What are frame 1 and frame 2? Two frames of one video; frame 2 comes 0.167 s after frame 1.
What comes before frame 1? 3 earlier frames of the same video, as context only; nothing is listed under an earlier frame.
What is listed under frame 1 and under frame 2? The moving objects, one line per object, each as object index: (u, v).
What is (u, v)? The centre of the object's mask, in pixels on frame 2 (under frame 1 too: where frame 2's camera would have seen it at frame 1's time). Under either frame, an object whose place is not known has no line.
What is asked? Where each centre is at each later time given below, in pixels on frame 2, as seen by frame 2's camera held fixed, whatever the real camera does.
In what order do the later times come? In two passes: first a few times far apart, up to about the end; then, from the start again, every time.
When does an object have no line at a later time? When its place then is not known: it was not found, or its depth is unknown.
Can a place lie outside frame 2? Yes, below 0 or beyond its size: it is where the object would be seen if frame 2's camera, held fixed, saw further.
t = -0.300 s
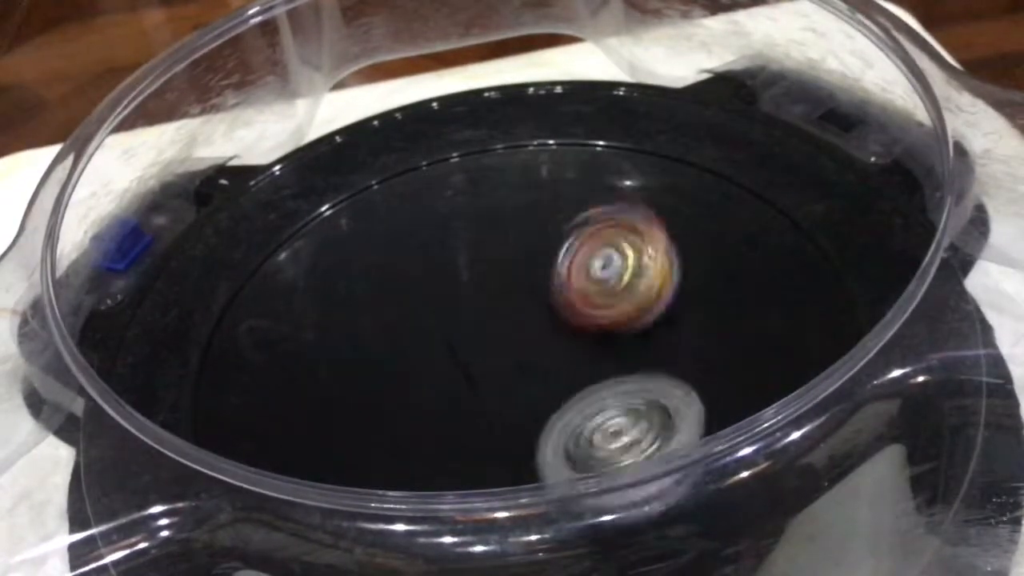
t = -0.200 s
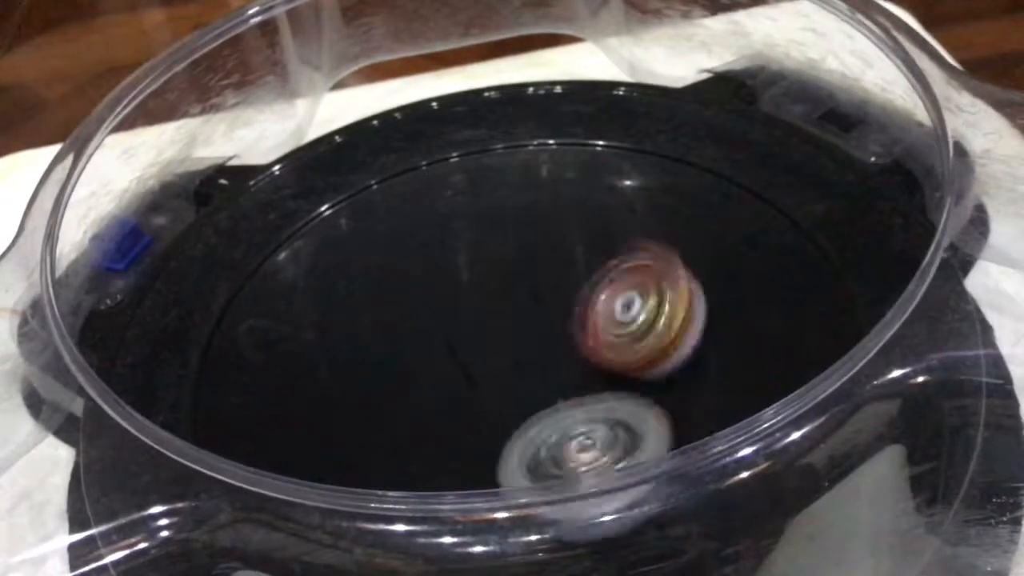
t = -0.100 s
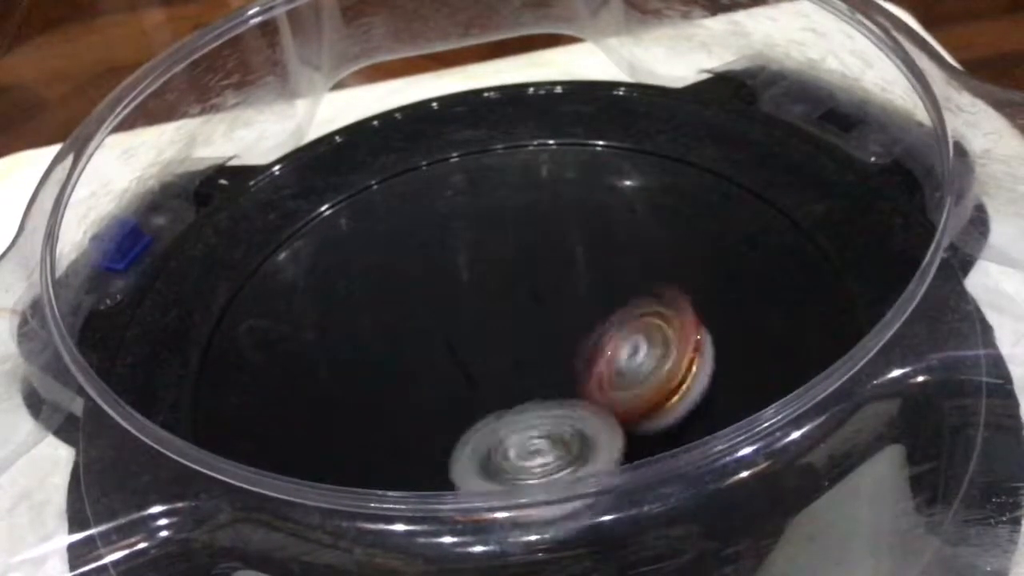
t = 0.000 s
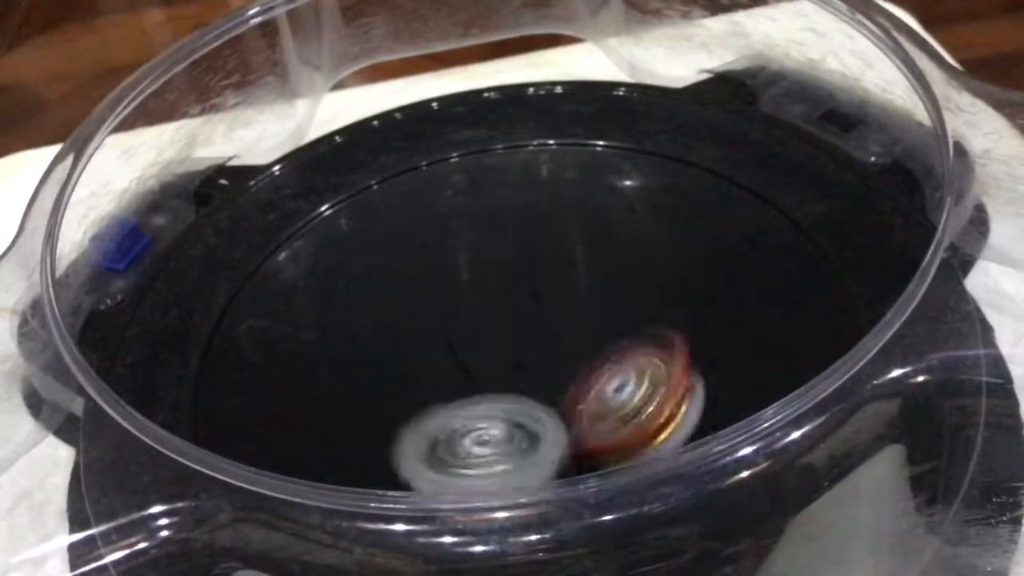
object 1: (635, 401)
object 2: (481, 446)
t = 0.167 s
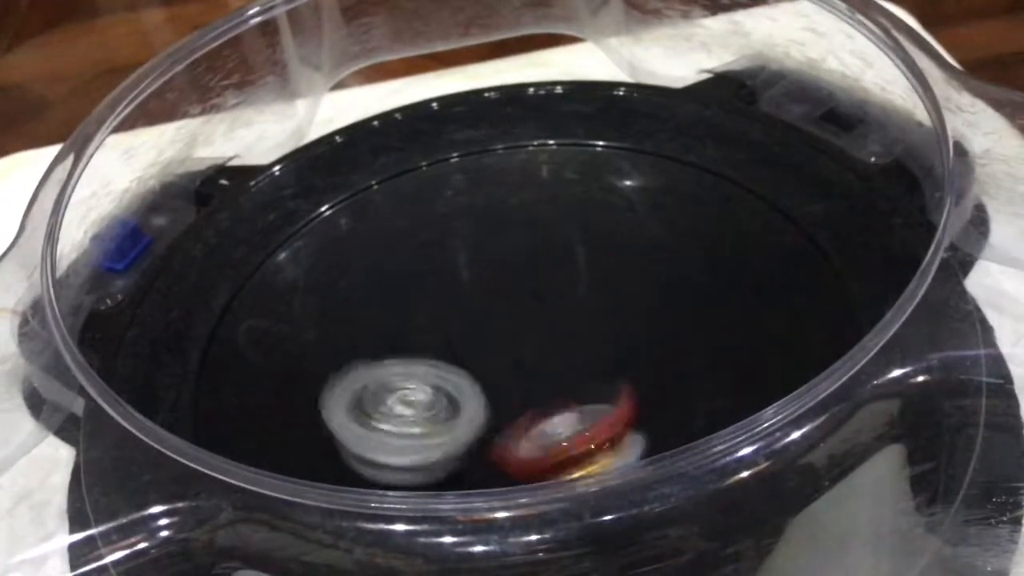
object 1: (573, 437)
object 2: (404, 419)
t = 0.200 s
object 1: (562, 442)
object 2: (393, 408)
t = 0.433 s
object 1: (458, 413)
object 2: (359, 322)
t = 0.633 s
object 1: (457, 364)
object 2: (381, 246)
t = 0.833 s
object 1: (516, 339)
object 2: (451, 209)
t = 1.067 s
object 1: (565, 355)
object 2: (558, 214)
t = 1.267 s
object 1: (547, 379)
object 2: (629, 258)
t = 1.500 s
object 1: (507, 355)
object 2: (661, 339)
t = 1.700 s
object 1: (526, 323)
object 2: (612, 406)
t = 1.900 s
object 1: (554, 322)
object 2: (504, 431)
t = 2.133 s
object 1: (542, 349)
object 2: (399, 397)
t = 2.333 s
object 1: (520, 340)
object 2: (376, 326)
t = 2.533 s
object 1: (534, 321)
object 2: (406, 260)
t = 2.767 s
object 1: (557, 331)
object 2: (496, 224)
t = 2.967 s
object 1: (530, 355)
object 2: (581, 232)
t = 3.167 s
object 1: (501, 340)
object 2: (633, 283)
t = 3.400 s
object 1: (513, 295)
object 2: (622, 368)
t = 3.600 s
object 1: (542, 300)
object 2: (541, 415)
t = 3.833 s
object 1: (562, 313)
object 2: (423, 404)
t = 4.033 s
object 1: (556, 305)
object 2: (395, 345)
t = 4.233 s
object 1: (585, 315)
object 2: (427, 282)
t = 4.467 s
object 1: (635, 314)
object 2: (488, 258)
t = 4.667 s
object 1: (631, 375)
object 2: (512, 252)
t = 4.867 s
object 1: (613, 394)
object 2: (511, 294)
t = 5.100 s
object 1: (563, 408)
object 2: (471, 327)
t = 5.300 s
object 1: (561, 407)
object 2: (418, 327)
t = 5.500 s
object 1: (539, 404)
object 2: (395, 329)
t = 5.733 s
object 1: (569, 379)
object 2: (453, 316)
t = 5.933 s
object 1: (572, 386)
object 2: (510, 294)
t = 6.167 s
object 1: (586, 371)
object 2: (552, 277)
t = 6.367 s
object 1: (574, 376)
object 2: (572, 276)
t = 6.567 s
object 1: (573, 377)
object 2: (556, 281)
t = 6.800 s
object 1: (574, 378)
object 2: (508, 294)
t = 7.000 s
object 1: (574, 378)
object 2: (468, 302)
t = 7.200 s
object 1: (572, 380)
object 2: (449, 323)
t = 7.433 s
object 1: (573, 369)
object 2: (464, 324)
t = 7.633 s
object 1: (580, 359)
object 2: (475, 314)
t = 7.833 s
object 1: (586, 366)
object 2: (479, 298)
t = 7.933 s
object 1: (587, 364)
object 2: (490, 298)
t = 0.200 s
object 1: (562, 442)
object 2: (393, 408)
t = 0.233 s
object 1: (544, 445)
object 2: (382, 397)
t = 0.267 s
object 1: (528, 445)
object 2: (374, 385)
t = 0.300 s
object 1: (514, 442)
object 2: (367, 372)
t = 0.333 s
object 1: (498, 439)
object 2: (364, 362)
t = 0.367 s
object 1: (483, 433)
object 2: (361, 348)
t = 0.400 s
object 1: (471, 423)
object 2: (359, 336)
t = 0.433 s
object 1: (458, 413)
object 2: (359, 322)
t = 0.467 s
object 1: (451, 402)
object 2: (358, 309)
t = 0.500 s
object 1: (444, 391)
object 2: (362, 295)
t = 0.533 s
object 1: (444, 383)
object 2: (363, 281)
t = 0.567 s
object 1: (446, 376)
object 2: (367, 268)
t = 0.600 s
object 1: (451, 370)
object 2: (372, 256)
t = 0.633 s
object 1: (457, 364)
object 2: (381, 246)
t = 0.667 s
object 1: (465, 357)
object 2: (389, 238)
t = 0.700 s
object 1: (473, 353)
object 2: (399, 229)
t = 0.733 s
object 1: (483, 347)
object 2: (410, 222)
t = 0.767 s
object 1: (494, 344)
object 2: (423, 217)
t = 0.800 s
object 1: (504, 341)
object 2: (437, 212)
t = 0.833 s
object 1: (516, 339)
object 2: (451, 209)
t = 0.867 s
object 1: (527, 338)
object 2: (465, 206)
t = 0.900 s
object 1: (538, 338)
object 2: (481, 205)
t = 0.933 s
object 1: (547, 342)
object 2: (497, 205)
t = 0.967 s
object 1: (553, 344)
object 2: (513, 206)
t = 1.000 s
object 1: (558, 348)
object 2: (527, 207)
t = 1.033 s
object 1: (562, 351)
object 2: (542, 211)
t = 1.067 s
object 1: (565, 355)
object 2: (558, 214)
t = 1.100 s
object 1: (567, 359)
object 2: (573, 219)
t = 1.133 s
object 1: (566, 364)
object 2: (584, 224)
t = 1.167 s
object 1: (564, 369)
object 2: (597, 232)
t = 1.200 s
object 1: (559, 372)
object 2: (609, 239)
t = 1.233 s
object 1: (553, 376)
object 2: (620, 248)
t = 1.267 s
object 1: (547, 379)
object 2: (629, 258)
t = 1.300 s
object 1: (538, 378)
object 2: (637, 270)
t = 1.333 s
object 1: (532, 377)
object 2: (644, 280)
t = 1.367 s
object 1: (525, 376)
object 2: (651, 291)
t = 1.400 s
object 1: (516, 372)
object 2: (656, 303)
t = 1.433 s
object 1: (508, 368)
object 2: (660, 315)
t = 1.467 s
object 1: (506, 362)
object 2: (661, 327)
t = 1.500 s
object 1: (507, 355)
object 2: (661, 339)
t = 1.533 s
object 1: (507, 351)
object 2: (658, 353)
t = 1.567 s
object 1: (509, 345)
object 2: (653, 365)
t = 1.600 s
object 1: (511, 338)
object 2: (646, 377)
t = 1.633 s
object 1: (515, 331)
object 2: (638, 388)
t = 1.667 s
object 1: (521, 326)
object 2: (625, 398)
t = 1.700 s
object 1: (526, 323)
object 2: (612, 406)
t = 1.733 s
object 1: (531, 318)
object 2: (596, 413)
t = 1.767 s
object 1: (537, 316)
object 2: (579, 419)
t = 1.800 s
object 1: (542, 316)
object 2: (560, 425)
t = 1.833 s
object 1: (546, 316)
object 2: (541, 427)
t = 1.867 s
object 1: (551, 320)
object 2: (524, 431)
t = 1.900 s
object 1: (554, 322)
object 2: (504, 431)
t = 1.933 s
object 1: (556, 326)
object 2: (486, 432)
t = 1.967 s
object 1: (559, 330)
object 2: (468, 431)
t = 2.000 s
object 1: (559, 335)
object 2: (452, 428)
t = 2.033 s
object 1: (556, 340)
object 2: (437, 423)
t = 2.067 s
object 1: (553, 345)
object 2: (422, 415)
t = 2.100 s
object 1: (548, 348)
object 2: (411, 407)
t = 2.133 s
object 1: (542, 349)
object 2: (399, 397)
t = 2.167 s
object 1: (537, 350)
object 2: (391, 387)
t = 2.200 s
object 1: (532, 349)
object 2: (384, 376)
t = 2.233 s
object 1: (528, 348)
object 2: (379, 363)
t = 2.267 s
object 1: (523, 345)
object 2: (377, 352)
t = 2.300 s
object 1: (519, 342)
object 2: (375, 339)
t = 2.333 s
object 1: (520, 340)
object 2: (376, 326)
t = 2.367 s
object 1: (523, 336)
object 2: (375, 314)
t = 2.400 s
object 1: (526, 334)
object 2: (378, 301)
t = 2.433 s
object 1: (526, 332)
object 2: (383, 291)
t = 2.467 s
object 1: (527, 328)
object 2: (388, 279)
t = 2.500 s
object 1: (529, 324)
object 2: (396, 270)
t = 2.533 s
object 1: (534, 321)
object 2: (406, 260)
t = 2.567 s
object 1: (539, 320)
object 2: (416, 251)
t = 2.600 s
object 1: (544, 320)
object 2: (428, 244)
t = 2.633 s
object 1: (549, 322)
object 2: (440, 237)
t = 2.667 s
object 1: (552, 324)
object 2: (454, 232)
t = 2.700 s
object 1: (554, 327)
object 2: (468, 228)
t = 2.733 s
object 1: (556, 329)
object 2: (481, 225)
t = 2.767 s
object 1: (557, 331)
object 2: (496, 224)
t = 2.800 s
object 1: (556, 334)
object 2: (511, 223)
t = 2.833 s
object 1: (555, 337)
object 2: (525, 223)
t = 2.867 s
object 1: (549, 346)
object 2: (539, 224)
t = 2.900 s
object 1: (541, 352)
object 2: (555, 224)
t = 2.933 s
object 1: (535, 355)
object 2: (569, 227)
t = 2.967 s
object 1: (530, 355)
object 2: (581, 232)
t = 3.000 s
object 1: (522, 356)
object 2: (593, 237)
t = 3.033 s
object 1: (516, 356)
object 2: (605, 244)
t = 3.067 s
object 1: (512, 353)
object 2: (613, 253)
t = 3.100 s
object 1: (507, 349)
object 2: (621, 261)
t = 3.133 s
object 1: (503, 345)
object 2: (629, 272)
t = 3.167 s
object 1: (501, 340)
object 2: (633, 283)
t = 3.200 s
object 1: (501, 334)
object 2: (636, 294)
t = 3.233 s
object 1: (501, 328)
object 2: (639, 306)
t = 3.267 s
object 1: (501, 320)
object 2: (639, 320)
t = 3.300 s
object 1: (502, 312)
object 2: (638, 332)
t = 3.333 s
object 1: (505, 305)
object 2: (635, 344)
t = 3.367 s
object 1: (509, 300)
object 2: (629, 356)
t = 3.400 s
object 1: (513, 295)
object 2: (622, 368)
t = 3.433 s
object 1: (519, 292)
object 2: (613, 379)
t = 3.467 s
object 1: (523, 292)
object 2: (601, 389)
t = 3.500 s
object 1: (528, 294)
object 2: (588, 397)
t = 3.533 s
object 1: (534, 292)
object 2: (574, 405)
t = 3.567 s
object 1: (539, 294)
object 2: (557, 412)
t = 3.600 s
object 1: (542, 300)
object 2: (541, 415)
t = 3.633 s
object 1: (544, 305)
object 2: (524, 418)
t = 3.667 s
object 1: (547, 309)
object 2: (506, 418)
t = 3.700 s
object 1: (549, 314)
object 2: (489, 417)
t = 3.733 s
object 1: (556, 317)
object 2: (468, 419)
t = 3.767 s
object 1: (560, 315)
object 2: (448, 417)
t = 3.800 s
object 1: (562, 314)
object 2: (434, 411)
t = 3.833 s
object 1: (562, 313)
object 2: (423, 404)
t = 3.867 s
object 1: (560, 310)
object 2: (413, 397)
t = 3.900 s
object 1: (558, 308)
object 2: (405, 388)
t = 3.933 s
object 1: (557, 308)
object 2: (399, 376)
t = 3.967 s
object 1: (553, 306)
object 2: (395, 366)
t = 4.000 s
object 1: (555, 305)
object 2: (395, 356)
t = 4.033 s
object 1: (556, 305)
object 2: (395, 345)
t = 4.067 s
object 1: (556, 304)
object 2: (397, 333)
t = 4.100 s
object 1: (556, 305)
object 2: (404, 323)
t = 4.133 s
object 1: (552, 309)
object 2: (410, 313)
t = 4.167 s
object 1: (551, 311)
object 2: (417, 304)
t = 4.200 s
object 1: (569, 314)
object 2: (419, 291)
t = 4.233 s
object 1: (585, 315)
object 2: (427, 282)
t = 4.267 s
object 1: (597, 313)
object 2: (438, 276)
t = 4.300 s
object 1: (604, 309)
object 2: (450, 271)
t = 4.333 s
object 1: (608, 306)
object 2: (460, 269)
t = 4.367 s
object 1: (608, 303)
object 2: (473, 268)
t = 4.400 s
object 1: (609, 301)
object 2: (484, 265)
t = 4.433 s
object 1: (625, 308)
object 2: (487, 263)
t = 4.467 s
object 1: (635, 314)
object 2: (488, 258)
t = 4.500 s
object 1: (637, 319)
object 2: (493, 257)
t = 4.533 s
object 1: (631, 325)
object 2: (502, 258)
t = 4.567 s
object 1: (623, 329)
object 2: (511, 262)
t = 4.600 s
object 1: (621, 338)
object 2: (517, 261)
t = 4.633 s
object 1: (630, 359)
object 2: (514, 256)
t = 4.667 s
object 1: (631, 375)
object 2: (512, 252)
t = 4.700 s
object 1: (629, 387)
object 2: (511, 253)
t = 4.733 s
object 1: (625, 394)
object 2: (512, 257)
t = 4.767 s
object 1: (622, 399)
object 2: (513, 266)
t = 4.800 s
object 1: (620, 399)
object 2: (513, 276)
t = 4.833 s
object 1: (617, 397)
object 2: (513, 285)
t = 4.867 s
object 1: (613, 394)
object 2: (511, 294)
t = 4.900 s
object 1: (606, 392)
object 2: (509, 303)
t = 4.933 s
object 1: (596, 397)
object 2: (506, 307)
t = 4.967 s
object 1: (588, 408)
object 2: (501, 307)
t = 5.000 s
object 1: (577, 413)
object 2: (497, 311)
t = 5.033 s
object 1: (572, 411)
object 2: (490, 316)
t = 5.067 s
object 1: (567, 411)
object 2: (482, 321)
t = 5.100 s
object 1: (563, 408)
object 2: (471, 327)
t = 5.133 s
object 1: (560, 409)
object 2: (461, 329)
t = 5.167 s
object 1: (562, 408)
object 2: (452, 329)
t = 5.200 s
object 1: (564, 407)
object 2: (444, 328)
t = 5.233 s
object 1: (563, 407)
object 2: (435, 328)
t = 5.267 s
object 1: (562, 407)
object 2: (427, 327)
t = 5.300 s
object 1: (561, 407)
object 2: (418, 327)
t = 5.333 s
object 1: (560, 407)
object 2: (409, 326)
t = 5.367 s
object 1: (558, 407)
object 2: (402, 326)
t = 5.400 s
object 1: (555, 406)
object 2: (395, 327)
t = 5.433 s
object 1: (551, 406)
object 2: (392, 328)
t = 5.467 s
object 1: (545, 405)
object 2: (392, 329)
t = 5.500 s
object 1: (539, 404)
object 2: (395, 329)
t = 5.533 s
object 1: (535, 400)
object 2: (399, 330)
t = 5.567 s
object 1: (533, 393)
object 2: (405, 331)
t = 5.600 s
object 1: (532, 388)
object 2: (415, 332)
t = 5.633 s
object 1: (539, 381)
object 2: (427, 329)
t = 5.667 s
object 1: (547, 378)
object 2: (437, 328)
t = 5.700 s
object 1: (559, 379)
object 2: (447, 323)
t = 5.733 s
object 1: (569, 379)
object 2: (453, 316)
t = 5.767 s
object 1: (574, 379)
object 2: (465, 311)
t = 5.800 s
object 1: (575, 379)
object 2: (475, 310)
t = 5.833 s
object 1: (575, 381)
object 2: (483, 309)
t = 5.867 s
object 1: (575, 384)
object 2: (490, 304)
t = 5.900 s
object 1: (574, 386)
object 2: (500, 299)
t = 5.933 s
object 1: (572, 386)
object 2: (510, 294)
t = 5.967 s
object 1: (573, 384)
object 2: (520, 291)
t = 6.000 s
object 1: (575, 383)
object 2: (526, 285)
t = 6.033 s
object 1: (578, 379)
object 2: (530, 283)
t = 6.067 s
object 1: (581, 377)
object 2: (536, 282)
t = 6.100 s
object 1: (584, 373)
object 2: (539, 279)
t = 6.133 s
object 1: (586, 372)
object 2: (544, 277)
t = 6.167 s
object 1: (586, 371)
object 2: (552, 277)
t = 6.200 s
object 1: (583, 372)
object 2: (560, 276)
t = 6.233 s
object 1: (580, 374)
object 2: (564, 275)
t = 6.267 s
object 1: (579, 374)
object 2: (571, 275)
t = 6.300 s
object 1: (578, 374)
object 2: (573, 275)
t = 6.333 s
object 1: (576, 375)
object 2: (574, 273)
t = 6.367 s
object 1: (574, 376)
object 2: (572, 276)
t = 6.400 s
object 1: (574, 376)
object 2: (571, 277)
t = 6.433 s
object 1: (574, 377)
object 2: (568, 278)
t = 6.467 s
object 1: (574, 376)
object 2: (568, 279)
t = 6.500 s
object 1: (574, 377)
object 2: (563, 279)
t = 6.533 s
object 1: (573, 378)
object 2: (558, 280)
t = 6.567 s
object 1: (573, 377)
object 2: (556, 281)
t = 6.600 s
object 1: (574, 378)
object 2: (548, 281)
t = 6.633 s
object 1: (574, 378)
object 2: (540, 284)
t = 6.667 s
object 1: (574, 378)
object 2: (536, 286)
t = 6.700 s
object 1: (574, 378)
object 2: (530, 288)
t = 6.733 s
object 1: (574, 378)
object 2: (521, 292)
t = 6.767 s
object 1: (574, 378)
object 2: (515, 292)
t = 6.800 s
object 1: (574, 378)
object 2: (508, 294)
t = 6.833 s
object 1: (574, 378)
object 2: (503, 296)
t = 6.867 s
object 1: (574, 378)
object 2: (498, 296)
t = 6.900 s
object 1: (574, 378)
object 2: (491, 297)
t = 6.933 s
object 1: (574, 378)
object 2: (483, 298)
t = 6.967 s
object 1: (574, 378)
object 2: (474, 300)
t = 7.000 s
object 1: (574, 378)
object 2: (468, 302)
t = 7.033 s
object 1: (574, 378)
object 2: (463, 304)
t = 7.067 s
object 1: (574, 378)
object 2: (457, 309)
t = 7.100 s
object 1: (574, 378)
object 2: (454, 312)
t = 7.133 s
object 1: (574, 378)
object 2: (451, 317)
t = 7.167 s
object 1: (574, 379)
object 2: (449, 322)
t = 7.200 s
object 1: (572, 380)
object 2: (449, 323)
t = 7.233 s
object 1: (570, 380)
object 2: (449, 325)
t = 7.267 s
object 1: (570, 379)
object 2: (452, 326)
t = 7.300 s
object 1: (571, 377)
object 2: (453, 328)
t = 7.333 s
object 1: (571, 374)
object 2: (457, 329)
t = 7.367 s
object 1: (572, 372)
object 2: (460, 327)
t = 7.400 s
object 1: (574, 371)
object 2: (463, 328)
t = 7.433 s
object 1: (573, 369)
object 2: (464, 324)
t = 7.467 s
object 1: (573, 366)
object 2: (463, 323)
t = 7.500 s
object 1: (575, 363)
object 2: (467, 320)
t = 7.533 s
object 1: (576, 361)
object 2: (468, 320)
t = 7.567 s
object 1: (577, 358)
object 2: (470, 318)
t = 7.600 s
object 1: (579, 359)
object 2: (470, 317)
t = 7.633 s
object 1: (580, 359)
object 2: (475, 314)
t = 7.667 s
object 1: (586, 360)
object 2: (474, 311)
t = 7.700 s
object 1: (587, 362)
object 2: (475, 305)
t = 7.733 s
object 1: (587, 364)
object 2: (476, 303)
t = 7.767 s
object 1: (587, 365)
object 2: (479, 300)
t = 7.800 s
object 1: (586, 366)
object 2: (479, 300)
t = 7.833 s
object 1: (586, 366)
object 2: (479, 298)
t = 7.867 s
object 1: (586, 364)
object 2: (481, 298)
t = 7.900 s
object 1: (587, 364)
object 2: (484, 297)
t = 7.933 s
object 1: (587, 364)
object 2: (490, 298)
